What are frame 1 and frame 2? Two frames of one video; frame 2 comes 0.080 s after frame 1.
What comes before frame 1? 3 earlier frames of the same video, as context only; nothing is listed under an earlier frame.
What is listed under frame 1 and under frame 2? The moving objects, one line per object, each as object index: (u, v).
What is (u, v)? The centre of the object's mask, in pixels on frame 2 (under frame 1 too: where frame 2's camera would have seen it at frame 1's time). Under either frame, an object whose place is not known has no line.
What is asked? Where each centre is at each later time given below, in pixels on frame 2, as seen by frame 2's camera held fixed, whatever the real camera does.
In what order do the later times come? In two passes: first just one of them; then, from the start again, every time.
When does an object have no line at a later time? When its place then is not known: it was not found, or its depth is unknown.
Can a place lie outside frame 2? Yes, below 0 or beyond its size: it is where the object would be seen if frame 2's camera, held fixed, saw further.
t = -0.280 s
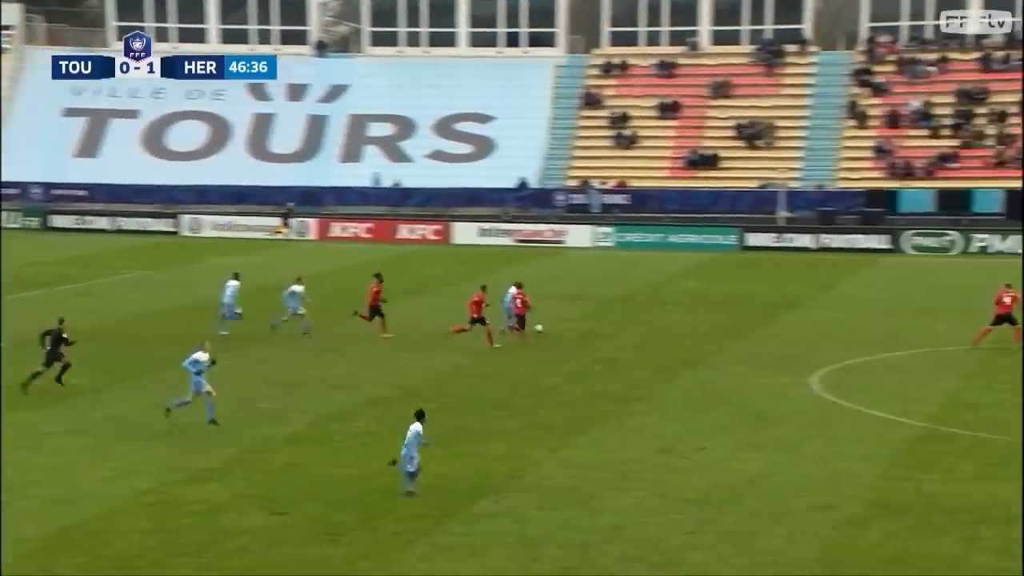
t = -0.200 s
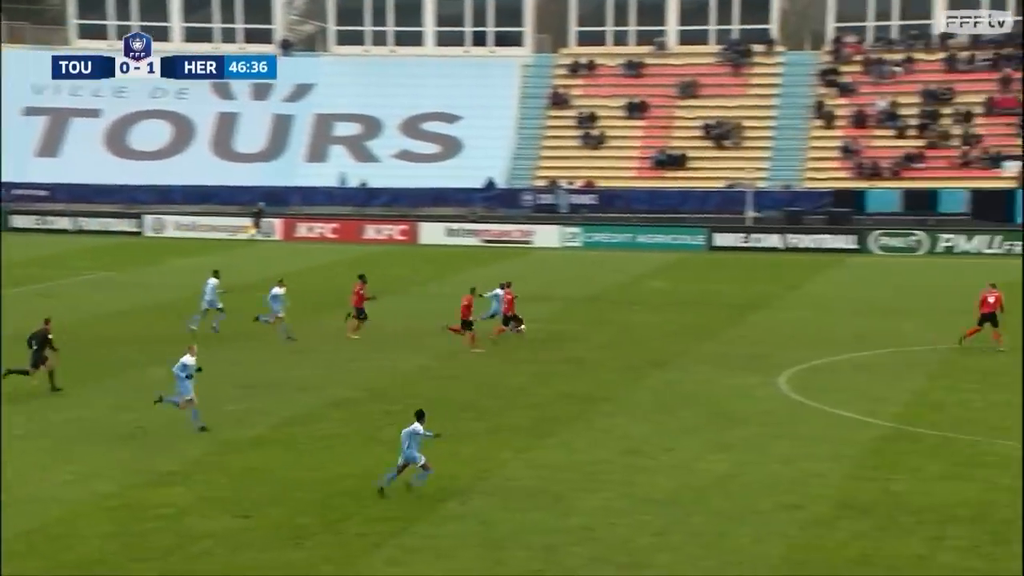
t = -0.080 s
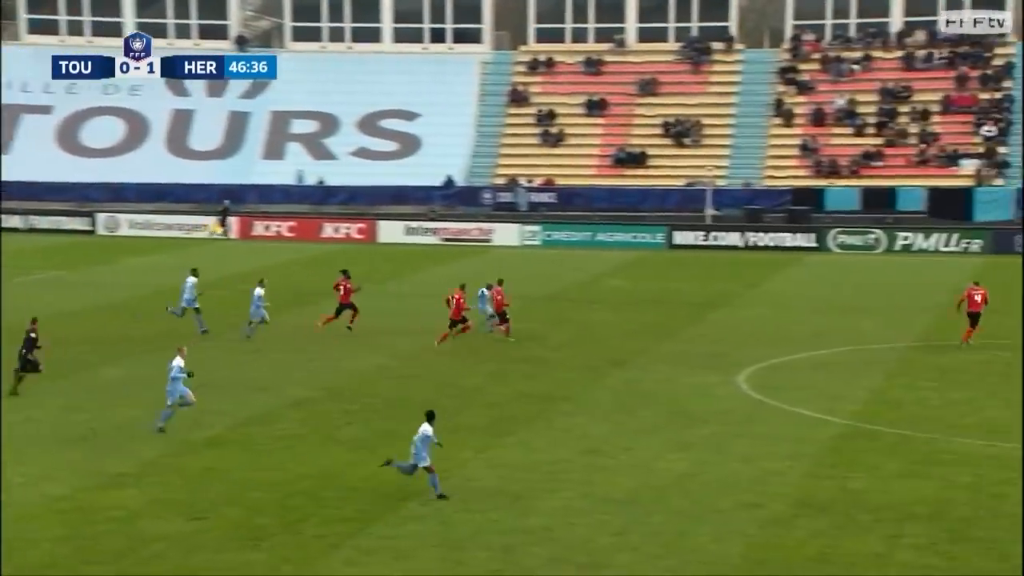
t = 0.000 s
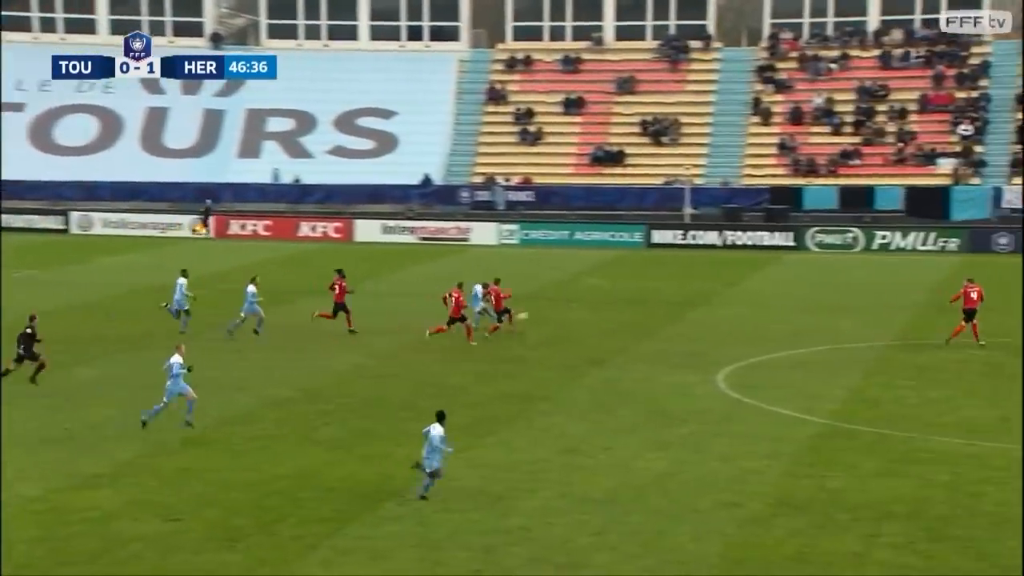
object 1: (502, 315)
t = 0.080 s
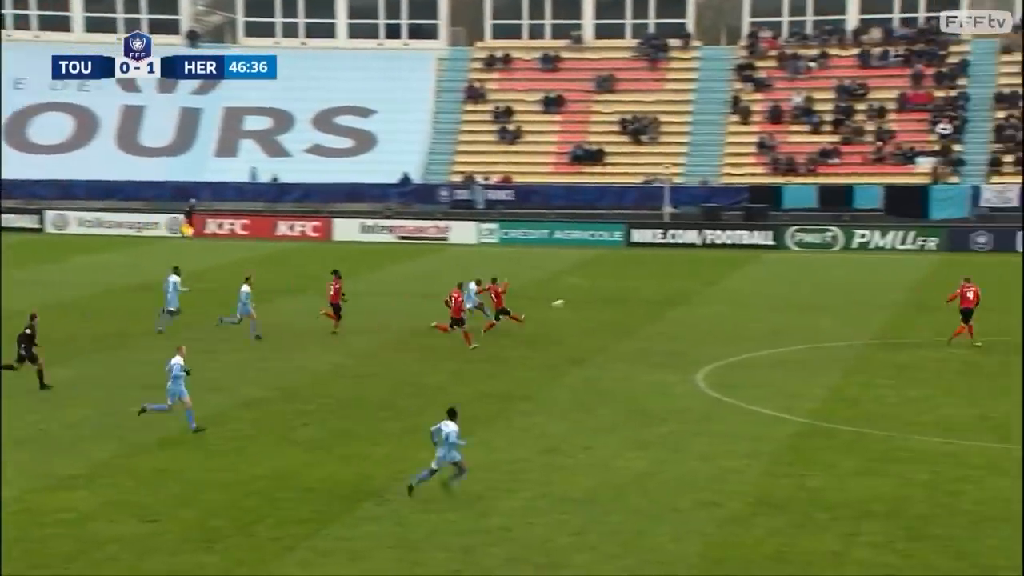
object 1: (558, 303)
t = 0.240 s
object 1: (665, 287)
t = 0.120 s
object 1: (585, 298)
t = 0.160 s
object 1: (612, 294)
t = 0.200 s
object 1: (639, 290)
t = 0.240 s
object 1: (665, 287)
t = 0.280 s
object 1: (692, 284)
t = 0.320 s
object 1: (719, 282)
